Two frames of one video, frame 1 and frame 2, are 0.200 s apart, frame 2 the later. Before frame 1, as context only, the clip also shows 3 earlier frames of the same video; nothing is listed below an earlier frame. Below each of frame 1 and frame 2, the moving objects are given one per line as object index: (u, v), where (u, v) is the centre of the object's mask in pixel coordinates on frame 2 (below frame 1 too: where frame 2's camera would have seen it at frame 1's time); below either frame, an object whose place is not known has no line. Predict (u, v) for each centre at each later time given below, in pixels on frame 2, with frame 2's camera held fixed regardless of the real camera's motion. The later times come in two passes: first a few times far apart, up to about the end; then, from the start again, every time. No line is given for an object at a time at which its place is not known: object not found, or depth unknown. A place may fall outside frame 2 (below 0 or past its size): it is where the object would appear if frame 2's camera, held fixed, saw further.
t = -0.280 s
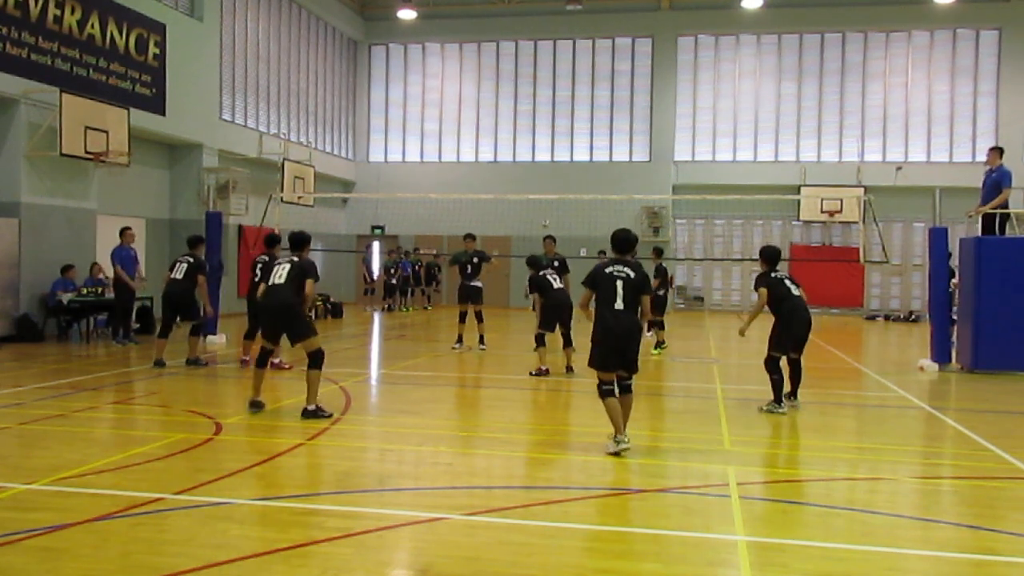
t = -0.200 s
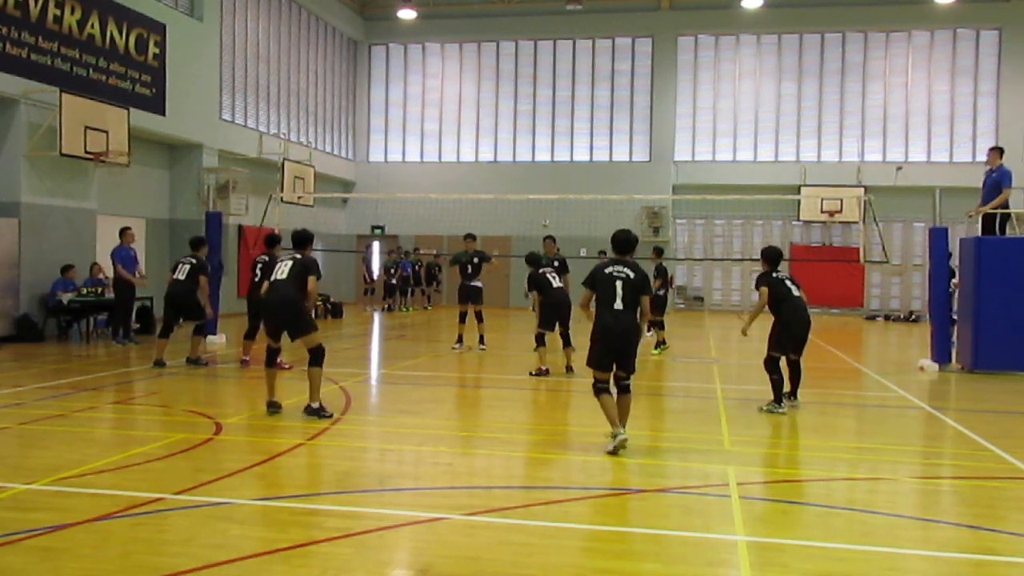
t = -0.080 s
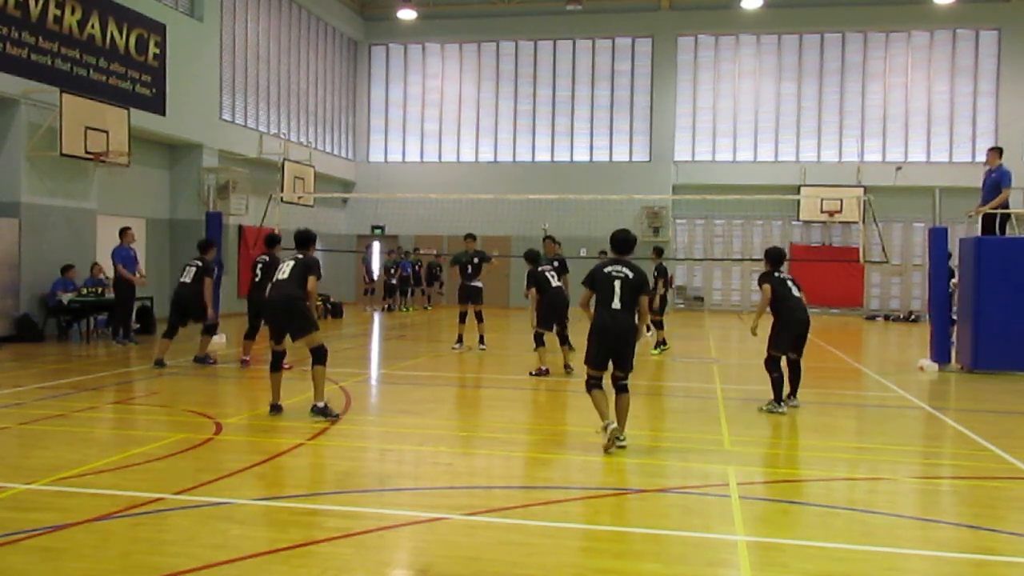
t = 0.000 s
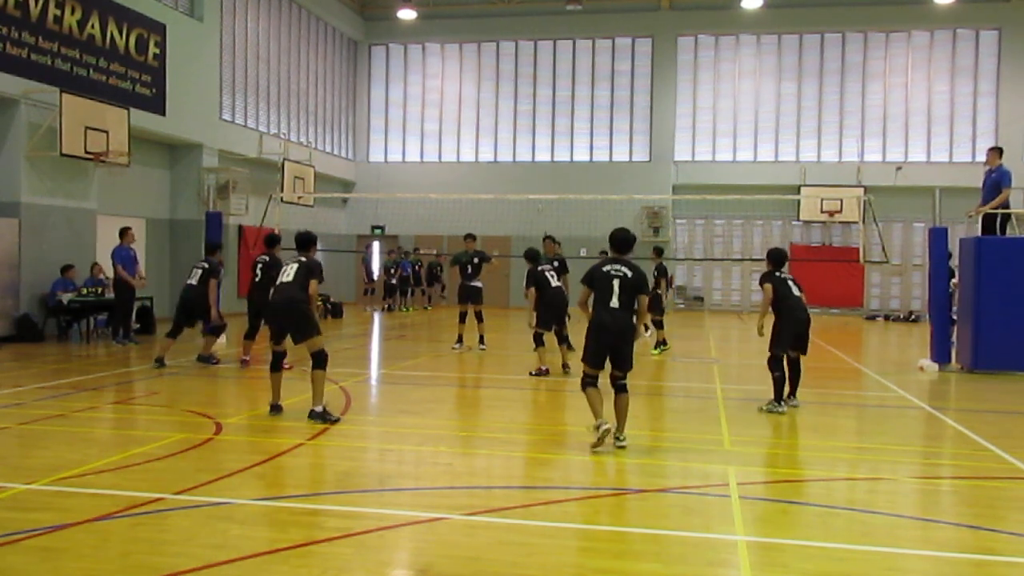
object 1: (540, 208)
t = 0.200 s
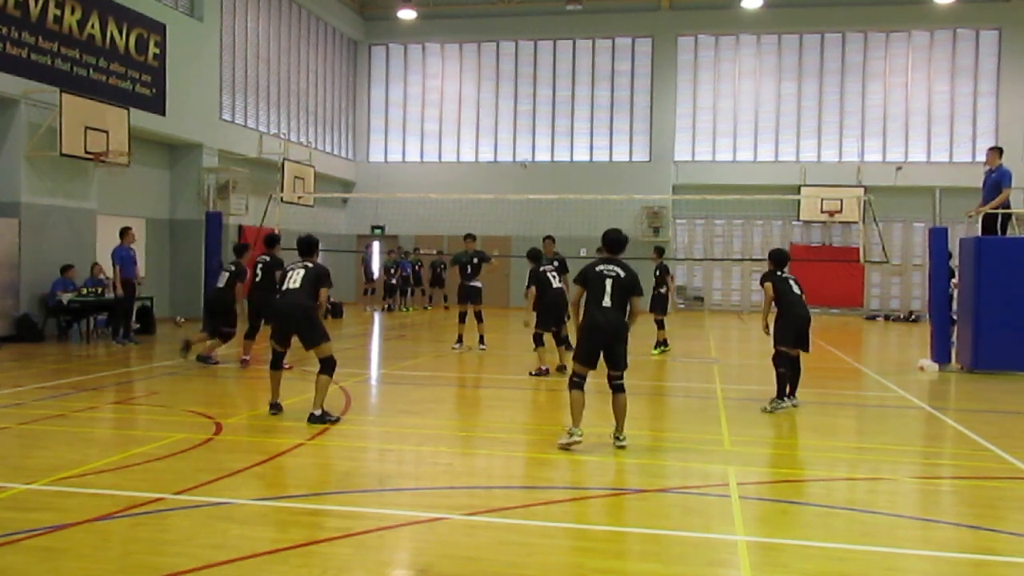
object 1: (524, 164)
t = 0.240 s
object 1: (521, 156)
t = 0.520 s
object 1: (496, 121)
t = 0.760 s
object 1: (467, 121)
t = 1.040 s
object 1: (417, 183)
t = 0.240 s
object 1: (521, 156)
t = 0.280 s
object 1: (518, 149)
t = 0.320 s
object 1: (514, 142)
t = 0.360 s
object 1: (510, 136)
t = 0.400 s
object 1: (506, 132)
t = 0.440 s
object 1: (503, 127)
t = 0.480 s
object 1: (499, 124)
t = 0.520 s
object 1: (496, 121)
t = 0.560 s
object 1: (492, 119)
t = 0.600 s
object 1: (489, 118)
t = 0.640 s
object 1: (483, 118)
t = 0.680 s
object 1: (479, 117)
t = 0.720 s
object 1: (473, 119)
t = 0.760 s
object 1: (467, 121)
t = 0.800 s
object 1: (461, 124)
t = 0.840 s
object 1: (455, 130)
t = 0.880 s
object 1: (449, 136)
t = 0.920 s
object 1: (441, 146)
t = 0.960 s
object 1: (434, 155)
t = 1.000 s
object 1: (425, 168)
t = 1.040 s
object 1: (417, 183)
